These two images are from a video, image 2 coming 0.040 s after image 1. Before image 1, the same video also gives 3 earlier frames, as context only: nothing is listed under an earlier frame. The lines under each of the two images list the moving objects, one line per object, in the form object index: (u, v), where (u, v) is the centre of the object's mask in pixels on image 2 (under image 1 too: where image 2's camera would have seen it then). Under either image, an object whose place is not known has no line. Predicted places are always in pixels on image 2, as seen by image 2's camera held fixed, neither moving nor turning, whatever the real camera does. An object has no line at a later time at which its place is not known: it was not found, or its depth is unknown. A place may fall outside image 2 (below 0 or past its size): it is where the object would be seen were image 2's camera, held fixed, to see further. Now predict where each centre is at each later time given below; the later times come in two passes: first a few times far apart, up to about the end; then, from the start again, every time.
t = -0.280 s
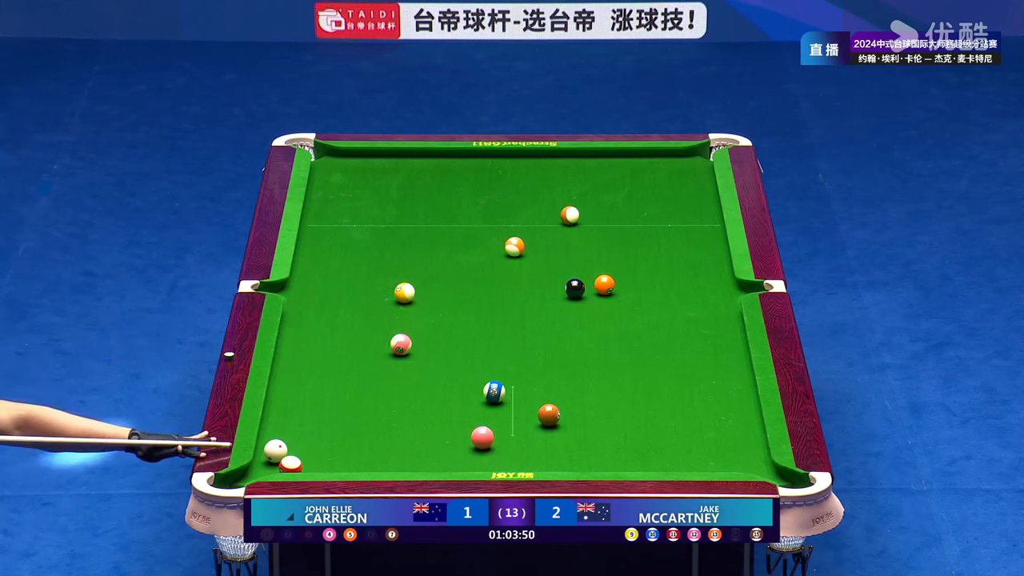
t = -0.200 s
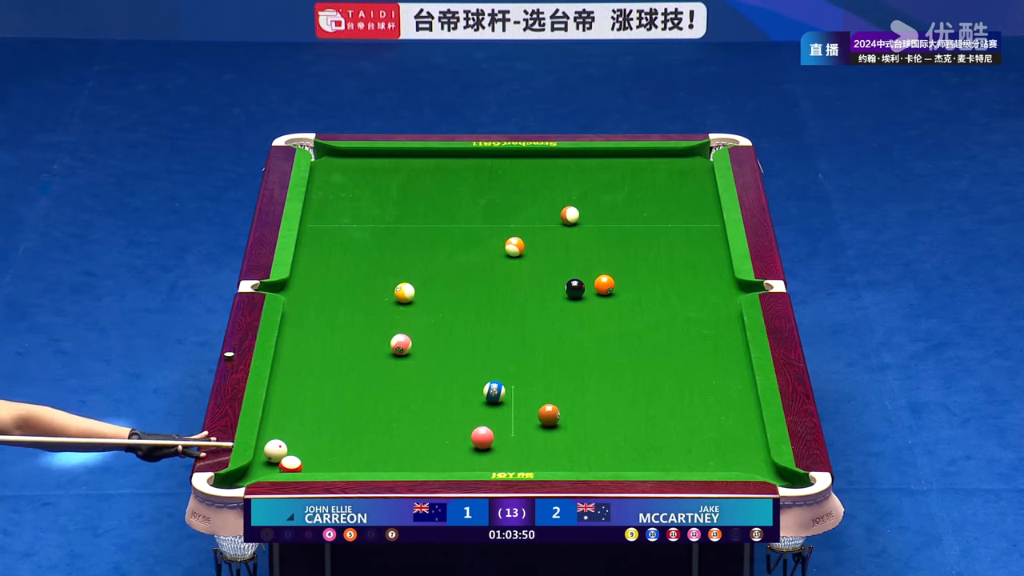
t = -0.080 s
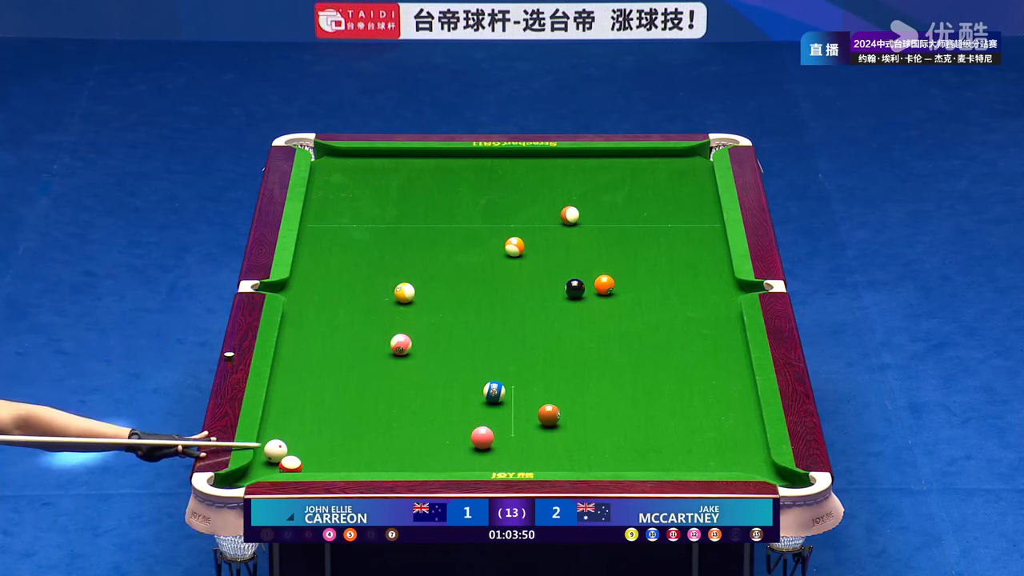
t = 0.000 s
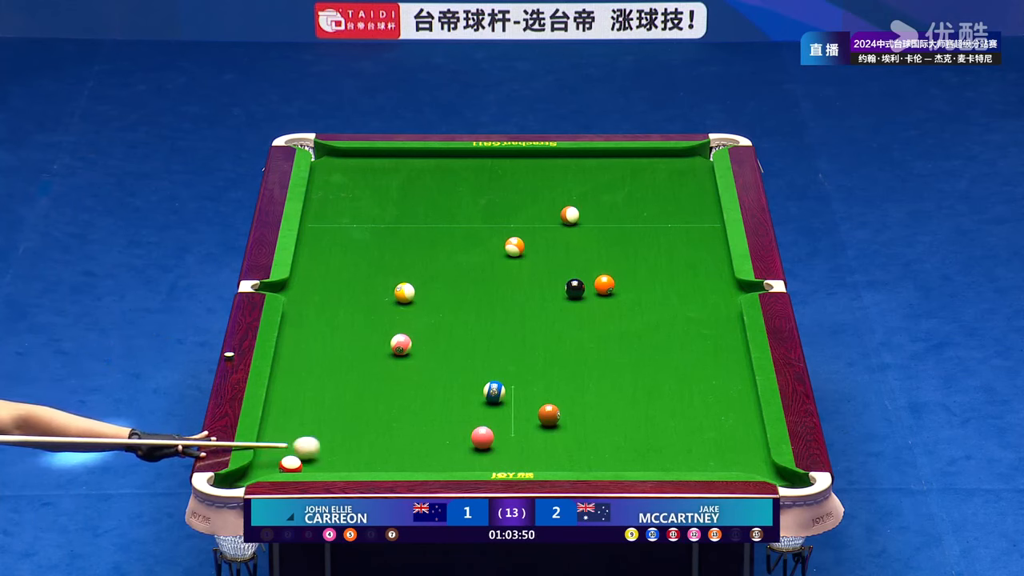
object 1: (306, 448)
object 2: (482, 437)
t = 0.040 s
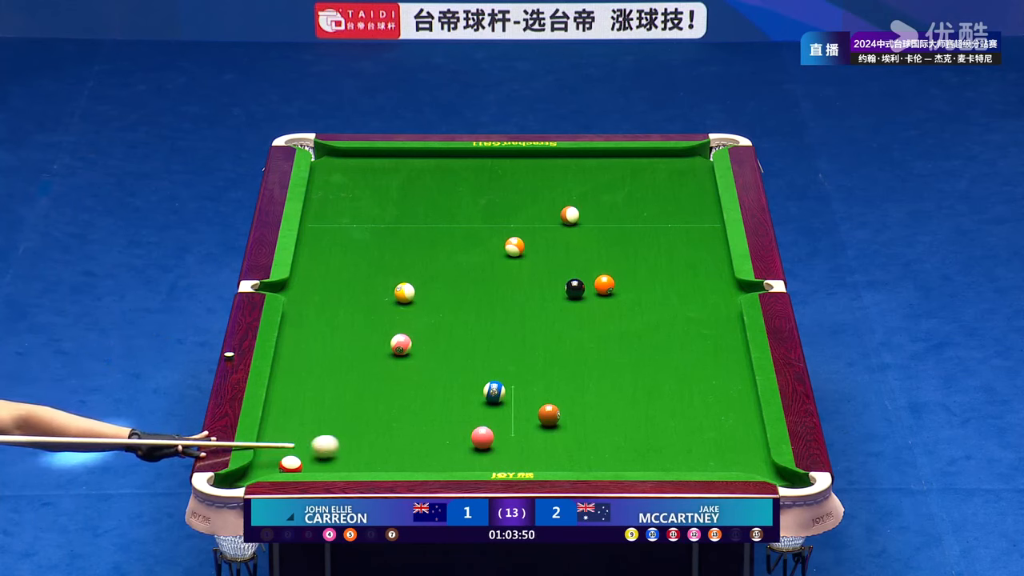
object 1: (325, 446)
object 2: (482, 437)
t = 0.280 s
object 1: (433, 437)
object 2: (482, 437)
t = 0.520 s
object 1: (480, 424)
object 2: (536, 442)
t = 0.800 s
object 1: (516, 407)
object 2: (602, 448)
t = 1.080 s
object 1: (550, 392)
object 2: (666, 454)
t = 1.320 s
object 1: (577, 381)
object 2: (718, 458)
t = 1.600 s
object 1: (606, 368)
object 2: (752, 463)
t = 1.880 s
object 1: (633, 357)
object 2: (723, 466)
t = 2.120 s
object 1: (654, 349)
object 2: (702, 466)
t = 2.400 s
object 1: (677, 339)
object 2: (682, 465)
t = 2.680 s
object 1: (698, 331)
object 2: (665, 464)
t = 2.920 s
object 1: (715, 325)
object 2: (652, 463)
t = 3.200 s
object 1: (732, 318)
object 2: (641, 462)
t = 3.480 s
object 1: (722, 314)
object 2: (633, 461)
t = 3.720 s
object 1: (714, 312)
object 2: (629, 461)
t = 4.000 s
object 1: (707, 310)
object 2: (627, 460)
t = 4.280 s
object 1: (703, 308)
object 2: (626, 460)
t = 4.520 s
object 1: (700, 307)
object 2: (626, 460)
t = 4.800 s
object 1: (699, 308)
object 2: (626, 460)
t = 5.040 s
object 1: (699, 308)
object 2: (626, 460)
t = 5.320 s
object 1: (699, 308)
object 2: (626, 460)
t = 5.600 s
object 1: (699, 308)
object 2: (626, 460)
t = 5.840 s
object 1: (699, 308)
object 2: (626, 460)
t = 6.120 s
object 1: (699, 308)
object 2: (626, 460)
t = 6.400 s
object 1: (699, 308)
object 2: (626, 460)
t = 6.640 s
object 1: (699, 308)
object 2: (626, 460)
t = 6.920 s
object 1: (699, 308)
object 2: (626, 460)
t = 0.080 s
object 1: (343, 445)
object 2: (482, 437)
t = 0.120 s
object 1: (362, 443)
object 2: (482, 437)
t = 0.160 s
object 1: (380, 441)
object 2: (482, 437)
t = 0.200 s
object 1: (398, 440)
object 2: (482, 437)
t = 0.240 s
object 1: (416, 438)
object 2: (482, 437)
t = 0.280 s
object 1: (433, 437)
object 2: (482, 437)
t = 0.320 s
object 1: (451, 435)
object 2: (482, 437)
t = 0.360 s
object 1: (461, 434)
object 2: (489, 437)
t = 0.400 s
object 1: (464, 431)
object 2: (503, 439)
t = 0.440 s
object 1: (469, 428)
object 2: (515, 440)
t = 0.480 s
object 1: (474, 426)
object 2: (526, 441)
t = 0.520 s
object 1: (480, 424)
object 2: (536, 442)
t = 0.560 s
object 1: (485, 421)
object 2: (546, 443)
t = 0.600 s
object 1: (490, 419)
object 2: (555, 444)
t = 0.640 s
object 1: (496, 417)
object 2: (564, 445)
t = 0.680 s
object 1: (501, 414)
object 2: (574, 446)
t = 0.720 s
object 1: (506, 412)
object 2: (584, 446)
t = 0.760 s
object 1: (511, 409)
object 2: (593, 447)
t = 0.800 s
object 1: (516, 407)
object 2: (602, 448)
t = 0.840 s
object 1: (521, 405)
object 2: (611, 449)
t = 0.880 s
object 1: (526, 403)
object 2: (620, 449)
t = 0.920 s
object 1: (531, 401)
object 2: (629, 450)
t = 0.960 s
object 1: (535, 398)
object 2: (638, 451)
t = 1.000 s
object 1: (540, 396)
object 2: (648, 452)
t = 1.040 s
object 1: (545, 394)
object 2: (657, 453)
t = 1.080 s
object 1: (550, 392)
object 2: (666, 454)
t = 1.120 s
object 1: (555, 391)
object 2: (674, 454)
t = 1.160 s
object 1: (559, 389)
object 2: (683, 456)
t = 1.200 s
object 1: (563, 387)
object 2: (692, 456)
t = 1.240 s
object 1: (568, 385)
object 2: (701, 457)
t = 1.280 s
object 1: (573, 383)
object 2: (709, 458)
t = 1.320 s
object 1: (577, 381)
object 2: (718, 458)
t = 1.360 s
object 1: (581, 379)
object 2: (726, 459)
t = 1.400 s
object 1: (585, 377)
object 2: (735, 460)
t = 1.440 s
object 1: (590, 376)
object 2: (743, 461)
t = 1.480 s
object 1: (593, 374)
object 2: (752, 461)
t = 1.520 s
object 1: (598, 372)
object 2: (760, 463)
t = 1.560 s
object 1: (602, 370)
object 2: (756, 463)
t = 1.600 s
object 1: (606, 368)
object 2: (752, 463)
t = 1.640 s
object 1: (610, 367)
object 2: (748, 463)
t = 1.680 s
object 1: (614, 366)
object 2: (743, 464)
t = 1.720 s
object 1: (618, 364)
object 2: (739, 464)
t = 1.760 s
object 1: (621, 362)
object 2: (735, 465)
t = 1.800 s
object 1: (625, 360)
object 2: (731, 465)
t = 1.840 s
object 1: (629, 359)
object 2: (727, 465)
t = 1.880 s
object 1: (633, 357)
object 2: (723, 466)
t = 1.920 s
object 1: (636, 356)
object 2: (719, 466)
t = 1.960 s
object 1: (640, 354)
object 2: (715, 467)
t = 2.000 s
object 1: (644, 353)
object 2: (712, 467)
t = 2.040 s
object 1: (647, 351)
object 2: (708, 466)
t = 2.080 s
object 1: (651, 350)
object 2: (705, 466)
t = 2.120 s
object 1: (654, 349)
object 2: (702, 466)
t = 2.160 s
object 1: (658, 347)
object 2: (699, 466)
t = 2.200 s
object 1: (661, 346)
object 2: (696, 466)
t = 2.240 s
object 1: (664, 344)
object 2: (693, 466)
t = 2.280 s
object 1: (668, 343)
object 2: (690, 465)
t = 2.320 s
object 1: (671, 342)
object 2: (687, 465)
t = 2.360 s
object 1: (674, 340)
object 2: (685, 465)
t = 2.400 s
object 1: (677, 339)
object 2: (682, 465)
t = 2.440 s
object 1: (680, 338)
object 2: (679, 464)
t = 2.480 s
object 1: (683, 337)
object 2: (677, 464)
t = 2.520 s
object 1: (687, 335)
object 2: (674, 464)
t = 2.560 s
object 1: (690, 334)
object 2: (672, 464)
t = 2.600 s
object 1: (692, 333)
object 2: (669, 464)
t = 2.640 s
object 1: (695, 332)
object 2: (667, 464)
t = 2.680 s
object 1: (698, 331)
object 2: (665, 464)
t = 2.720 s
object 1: (701, 330)
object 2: (663, 464)
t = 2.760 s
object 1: (704, 329)
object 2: (660, 463)
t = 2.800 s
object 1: (707, 328)
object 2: (659, 463)
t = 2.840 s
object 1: (709, 327)
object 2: (656, 463)
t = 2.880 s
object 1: (712, 326)
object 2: (654, 463)
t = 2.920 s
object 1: (715, 325)
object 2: (652, 463)
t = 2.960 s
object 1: (718, 324)
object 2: (651, 462)
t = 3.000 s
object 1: (720, 323)
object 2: (649, 462)
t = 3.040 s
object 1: (723, 322)
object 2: (647, 462)
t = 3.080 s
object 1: (725, 321)
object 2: (646, 462)
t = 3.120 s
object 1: (728, 320)
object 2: (644, 462)
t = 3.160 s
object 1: (730, 319)
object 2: (642, 462)
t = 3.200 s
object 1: (732, 318)
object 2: (641, 462)
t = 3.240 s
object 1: (731, 318)
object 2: (640, 462)
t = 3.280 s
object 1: (730, 317)
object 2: (638, 461)
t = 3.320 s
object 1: (728, 317)
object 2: (638, 461)
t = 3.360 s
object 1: (727, 316)
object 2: (636, 461)
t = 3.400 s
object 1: (725, 316)
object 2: (635, 461)
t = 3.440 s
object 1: (723, 315)
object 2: (634, 461)
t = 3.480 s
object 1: (722, 314)
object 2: (633, 461)
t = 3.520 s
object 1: (721, 314)
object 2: (632, 461)
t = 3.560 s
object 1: (719, 313)
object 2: (632, 461)
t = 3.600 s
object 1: (718, 313)
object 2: (631, 461)
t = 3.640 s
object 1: (717, 313)
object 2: (630, 461)
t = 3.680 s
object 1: (716, 312)
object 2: (629, 461)
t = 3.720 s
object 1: (714, 312)
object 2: (629, 461)
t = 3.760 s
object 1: (713, 312)
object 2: (629, 461)
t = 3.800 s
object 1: (712, 311)
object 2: (628, 461)
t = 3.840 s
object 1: (711, 311)
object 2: (628, 460)
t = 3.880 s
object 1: (710, 311)
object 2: (627, 460)
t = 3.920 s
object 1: (709, 310)
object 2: (627, 460)
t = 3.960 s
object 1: (708, 310)
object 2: (627, 460)
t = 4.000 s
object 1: (707, 310)
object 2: (627, 460)
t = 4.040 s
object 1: (707, 309)
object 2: (626, 460)
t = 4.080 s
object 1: (706, 309)
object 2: (626, 460)
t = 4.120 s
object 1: (705, 309)
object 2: (626, 460)
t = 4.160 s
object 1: (705, 309)
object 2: (626, 460)
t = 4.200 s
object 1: (704, 308)
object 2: (626, 460)
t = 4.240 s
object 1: (703, 308)
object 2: (626, 460)
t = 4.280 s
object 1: (703, 308)
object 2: (626, 460)
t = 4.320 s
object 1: (702, 308)
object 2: (626, 460)
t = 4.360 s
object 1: (702, 308)
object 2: (626, 460)
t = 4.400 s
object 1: (701, 308)
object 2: (626, 460)
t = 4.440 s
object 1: (701, 308)
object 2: (626, 460)
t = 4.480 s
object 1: (700, 307)
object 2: (626, 460)
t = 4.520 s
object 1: (700, 307)
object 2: (626, 460)
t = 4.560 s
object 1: (700, 307)
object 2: (626, 460)
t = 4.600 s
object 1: (700, 307)
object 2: (626, 460)
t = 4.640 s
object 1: (699, 307)
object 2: (626, 460)
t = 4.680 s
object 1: (699, 307)
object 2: (626, 460)
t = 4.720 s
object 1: (699, 307)
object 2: (626, 460)
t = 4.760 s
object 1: (699, 308)
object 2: (626, 460)
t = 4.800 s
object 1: (699, 308)
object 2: (626, 460)
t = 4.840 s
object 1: (699, 308)
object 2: (626, 460)
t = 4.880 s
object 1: (699, 308)
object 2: (626, 460)
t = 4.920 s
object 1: (699, 308)
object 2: (626, 460)
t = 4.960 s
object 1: (699, 308)
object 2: (626, 460)
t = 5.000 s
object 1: (699, 308)
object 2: (626, 460)
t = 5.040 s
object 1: (699, 308)
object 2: (626, 460)
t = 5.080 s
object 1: (699, 308)
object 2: (626, 460)
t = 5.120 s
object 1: (699, 308)
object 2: (626, 460)
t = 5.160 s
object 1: (699, 308)
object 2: (626, 460)
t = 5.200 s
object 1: (699, 308)
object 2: (626, 460)
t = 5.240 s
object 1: (699, 308)
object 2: (626, 460)
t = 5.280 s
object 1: (699, 308)
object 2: (626, 460)
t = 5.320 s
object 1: (699, 308)
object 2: (626, 460)
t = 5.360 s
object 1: (699, 308)
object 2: (626, 460)
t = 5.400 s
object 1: (699, 308)
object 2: (626, 460)
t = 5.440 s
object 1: (699, 308)
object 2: (626, 460)
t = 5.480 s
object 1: (699, 308)
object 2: (626, 460)
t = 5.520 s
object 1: (699, 308)
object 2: (626, 460)
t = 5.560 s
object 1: (699, 308)
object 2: (626, 460)
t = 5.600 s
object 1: (699, 308)
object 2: (626, 460)
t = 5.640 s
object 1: (699, 308)
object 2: (626, 460)
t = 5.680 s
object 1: (699, 308)
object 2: (626, 460)
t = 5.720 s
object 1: (699, 308)
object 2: (626, 460)
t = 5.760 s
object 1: (699, 308)
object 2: (626, 460)
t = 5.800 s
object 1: (699, 308)
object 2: (626, 460)
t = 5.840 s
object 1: (699, 308)
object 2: (626, 460)
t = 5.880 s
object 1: (699, 308)
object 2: (626, 460)
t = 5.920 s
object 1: (699, 308)
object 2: (626, 460)
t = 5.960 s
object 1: (699, 308)
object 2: (626, 460)
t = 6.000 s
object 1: (699, 308)
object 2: (626, 460)
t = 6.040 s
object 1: (699, 308)
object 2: (626, 460)
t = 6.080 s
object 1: (699, 308)
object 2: (626, 460)
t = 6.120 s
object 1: (699, 308)
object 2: (626, 460)
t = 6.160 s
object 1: (699, 308)
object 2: (626, 460)
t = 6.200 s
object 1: (699, 308)
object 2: (626, 460)
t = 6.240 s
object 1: (699, 308)
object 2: (626, 460)
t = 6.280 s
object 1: (699, 308)
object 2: (626, 460)
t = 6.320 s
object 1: (699, 308)
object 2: (626, 460)
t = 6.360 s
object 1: (699, 308)
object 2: (626, 460)
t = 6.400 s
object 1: (699, 308)
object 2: (626, 460)
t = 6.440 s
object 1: (699, 308)
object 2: (626, 460)
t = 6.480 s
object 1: (699, 308)
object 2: (626, 460)
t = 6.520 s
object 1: (699, 308)
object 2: (626, 460)
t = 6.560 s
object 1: (699, 308)
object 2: (626, 460)
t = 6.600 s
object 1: (699, 308)
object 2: (626, 460)
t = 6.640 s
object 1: (699, 308)
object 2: (626, 460)
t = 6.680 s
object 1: (699, 308)
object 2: (626, 460)
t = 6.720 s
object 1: (699, 308)
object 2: (626, 460)
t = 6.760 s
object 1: (699, 308)
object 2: (626, 460)
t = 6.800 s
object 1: (699, 308)
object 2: (626, 460)
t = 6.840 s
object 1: (699, 308)
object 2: (626, 460)
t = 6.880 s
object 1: (699, 308)
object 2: (626, 460)
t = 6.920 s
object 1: (699, 308)
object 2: (626, 460)
